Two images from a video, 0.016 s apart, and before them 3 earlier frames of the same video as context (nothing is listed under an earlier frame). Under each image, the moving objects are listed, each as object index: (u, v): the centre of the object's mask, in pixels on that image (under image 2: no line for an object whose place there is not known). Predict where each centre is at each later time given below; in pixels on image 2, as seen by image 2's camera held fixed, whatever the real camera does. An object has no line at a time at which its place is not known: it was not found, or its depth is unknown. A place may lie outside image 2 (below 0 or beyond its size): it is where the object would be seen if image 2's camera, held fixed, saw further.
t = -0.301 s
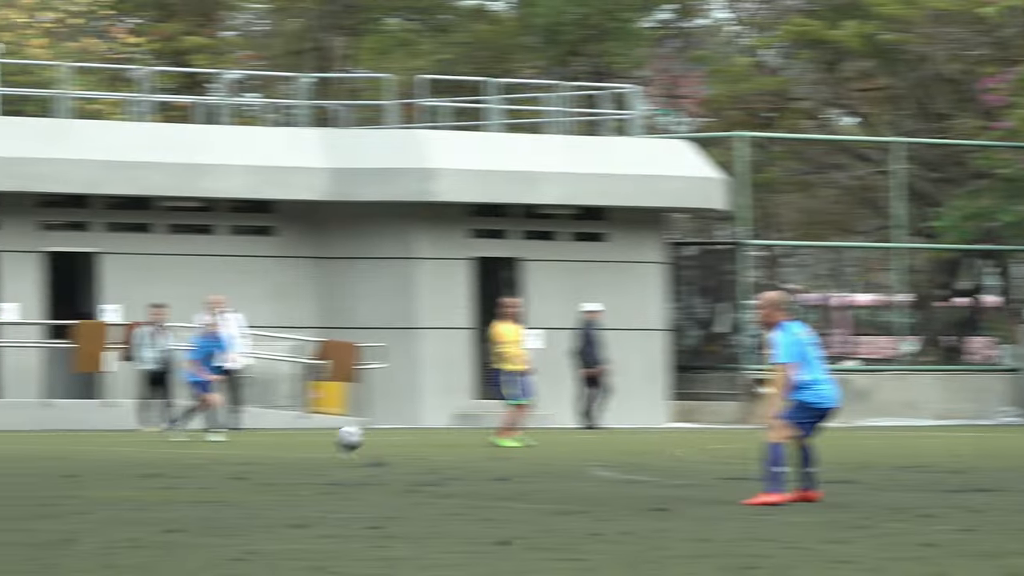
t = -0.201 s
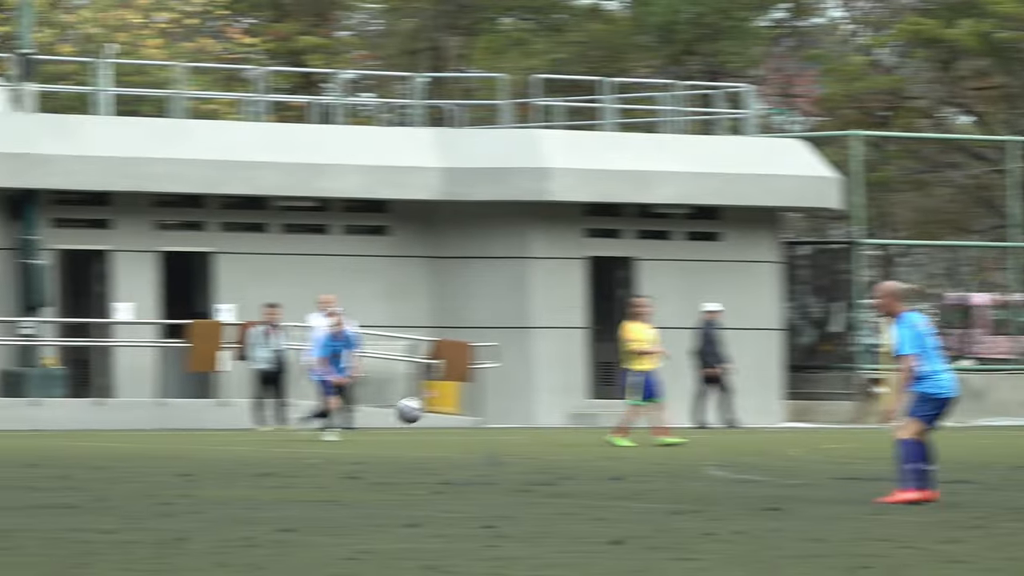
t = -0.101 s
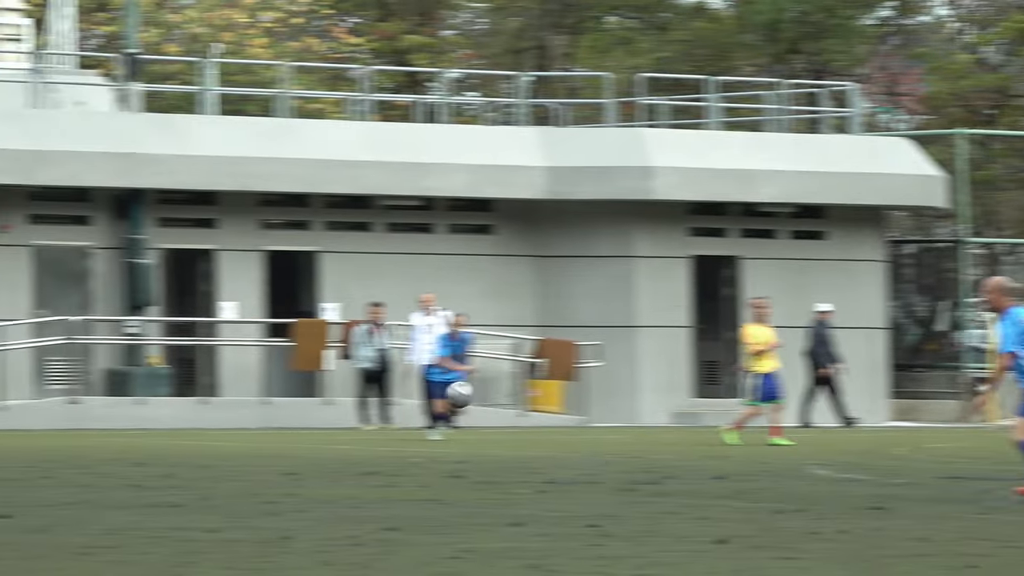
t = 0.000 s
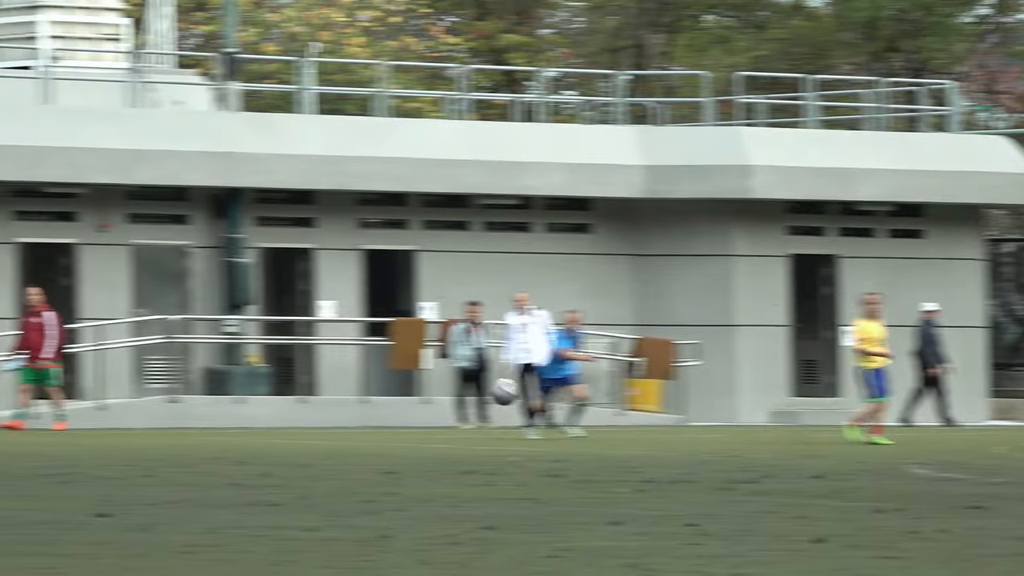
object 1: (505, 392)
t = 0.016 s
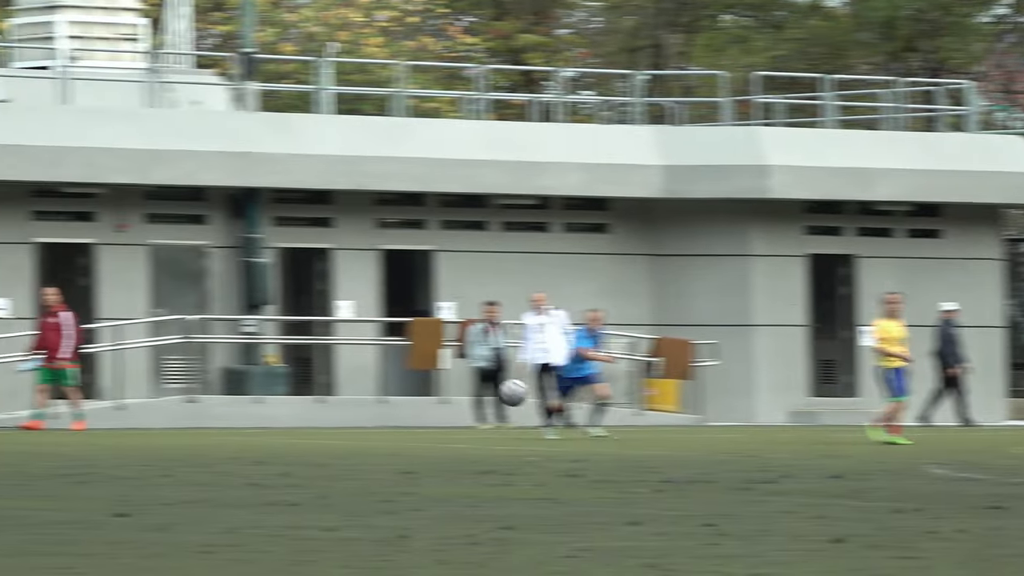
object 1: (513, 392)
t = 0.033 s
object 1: (505, 394)
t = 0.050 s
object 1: (495, 396)
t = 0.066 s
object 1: (488, 399)
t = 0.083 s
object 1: (478, 401)
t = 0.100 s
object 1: (470, 405)
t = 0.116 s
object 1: (460, 408)
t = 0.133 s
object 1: (452, 413)
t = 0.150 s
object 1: (443, 417)
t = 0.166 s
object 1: (434, 423)
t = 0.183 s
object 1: (425, 429)
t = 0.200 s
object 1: (416, 436)
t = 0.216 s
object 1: (408, 443)
